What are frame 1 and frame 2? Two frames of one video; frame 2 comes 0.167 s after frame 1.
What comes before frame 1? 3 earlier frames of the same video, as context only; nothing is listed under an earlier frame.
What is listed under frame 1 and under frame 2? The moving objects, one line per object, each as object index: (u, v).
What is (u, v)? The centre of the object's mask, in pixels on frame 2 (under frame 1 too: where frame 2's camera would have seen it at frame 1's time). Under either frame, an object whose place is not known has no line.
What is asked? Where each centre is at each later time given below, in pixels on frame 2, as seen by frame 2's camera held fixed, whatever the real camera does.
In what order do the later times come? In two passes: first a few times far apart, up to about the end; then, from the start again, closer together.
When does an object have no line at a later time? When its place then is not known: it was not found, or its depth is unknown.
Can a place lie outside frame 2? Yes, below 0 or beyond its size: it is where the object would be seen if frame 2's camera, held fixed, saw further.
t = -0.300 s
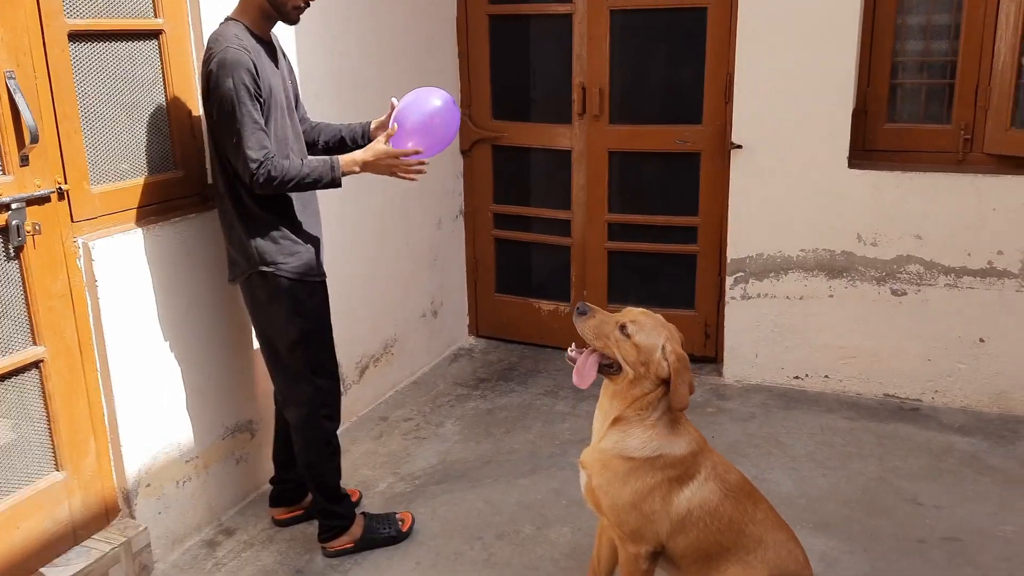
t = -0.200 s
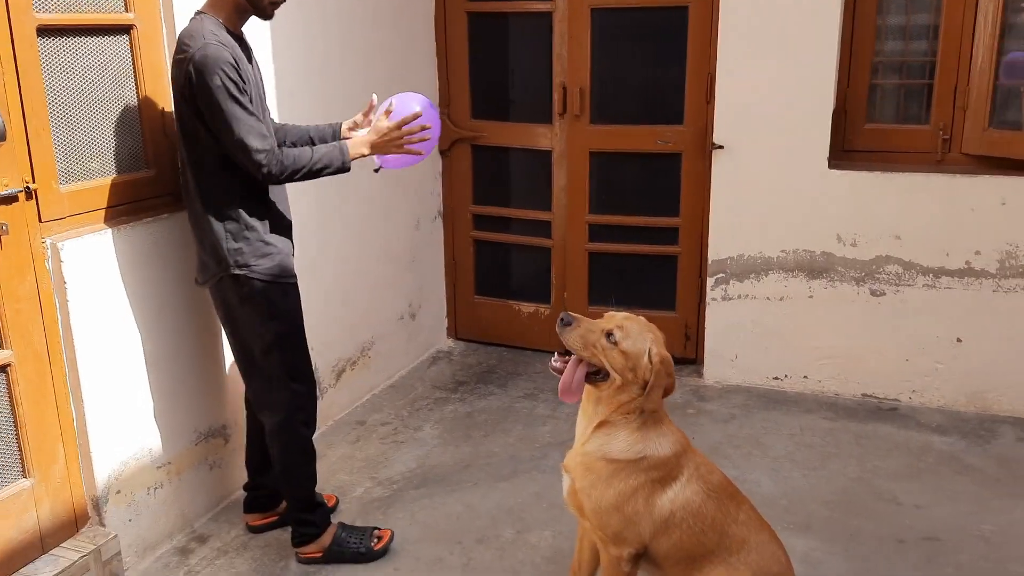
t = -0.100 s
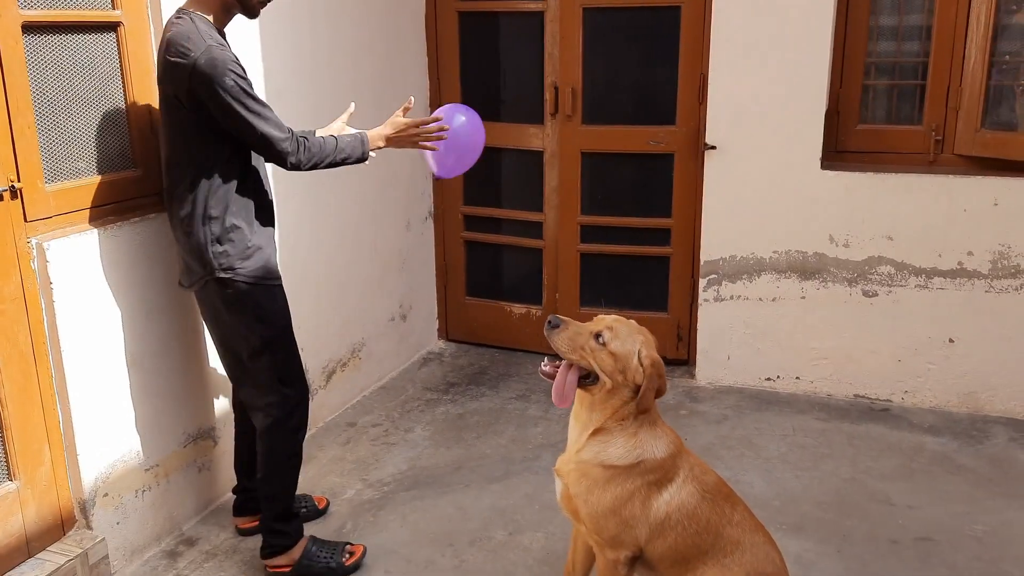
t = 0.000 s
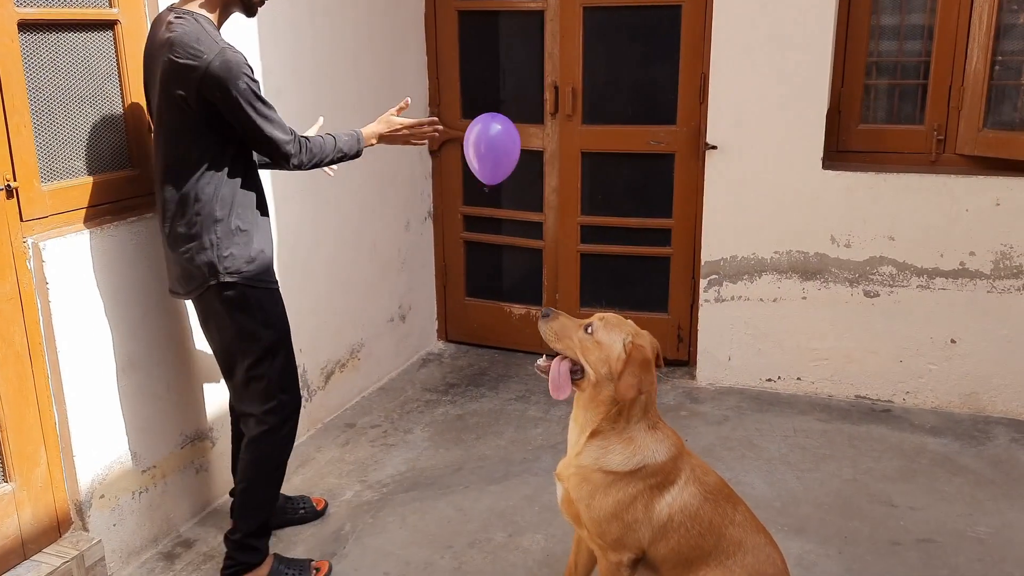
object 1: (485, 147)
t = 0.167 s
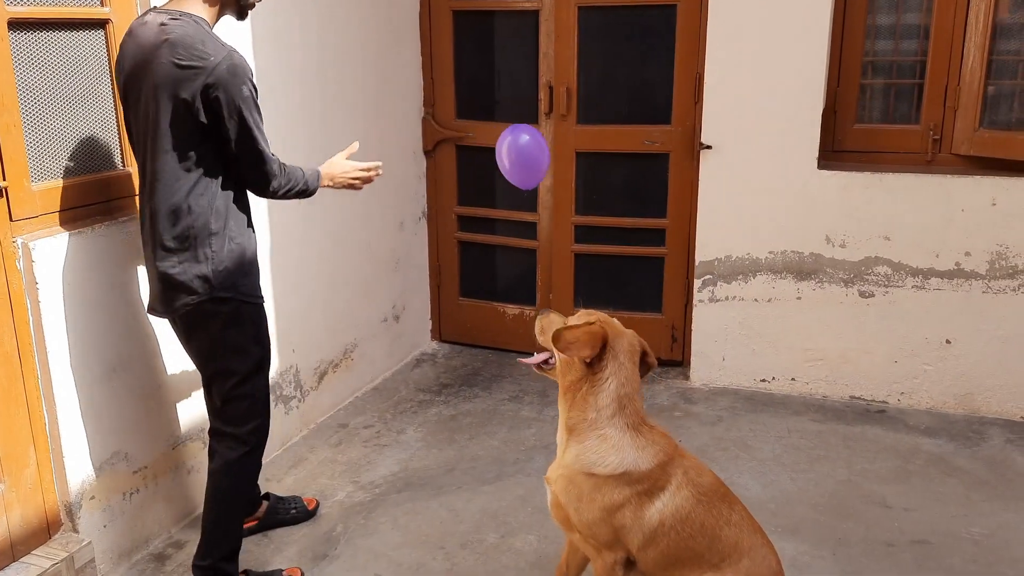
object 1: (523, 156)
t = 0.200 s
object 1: (527, 157)
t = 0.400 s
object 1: (546, 167)
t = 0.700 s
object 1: (575, 200)
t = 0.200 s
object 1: (527, 157)
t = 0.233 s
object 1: (531, 159)
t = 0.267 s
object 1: (535, 161)
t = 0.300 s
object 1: (537, 162)
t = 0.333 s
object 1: (539, 164)
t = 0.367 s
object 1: (542, 165)
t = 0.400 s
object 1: (546, 167)
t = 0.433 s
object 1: (550, 170)
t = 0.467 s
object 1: (552, 172)
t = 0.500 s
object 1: (554, 176)
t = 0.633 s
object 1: (569, 191)
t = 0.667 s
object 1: (572, 195)
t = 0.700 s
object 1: (575, 200)
